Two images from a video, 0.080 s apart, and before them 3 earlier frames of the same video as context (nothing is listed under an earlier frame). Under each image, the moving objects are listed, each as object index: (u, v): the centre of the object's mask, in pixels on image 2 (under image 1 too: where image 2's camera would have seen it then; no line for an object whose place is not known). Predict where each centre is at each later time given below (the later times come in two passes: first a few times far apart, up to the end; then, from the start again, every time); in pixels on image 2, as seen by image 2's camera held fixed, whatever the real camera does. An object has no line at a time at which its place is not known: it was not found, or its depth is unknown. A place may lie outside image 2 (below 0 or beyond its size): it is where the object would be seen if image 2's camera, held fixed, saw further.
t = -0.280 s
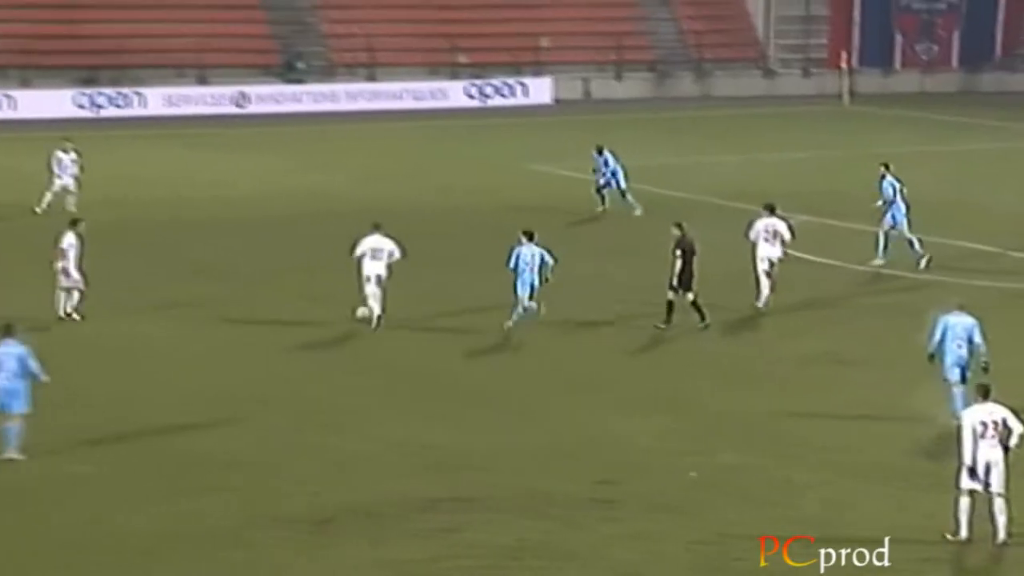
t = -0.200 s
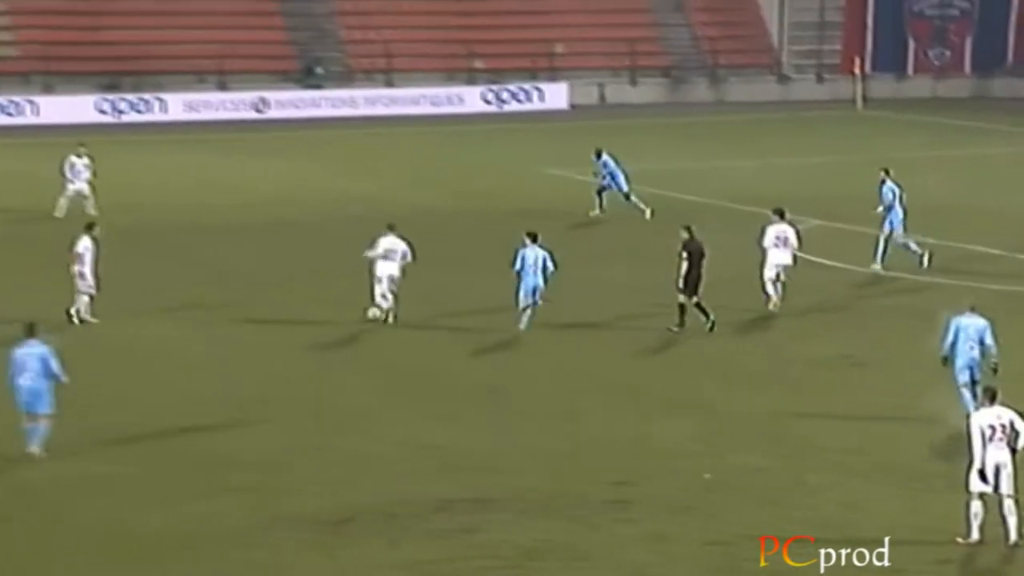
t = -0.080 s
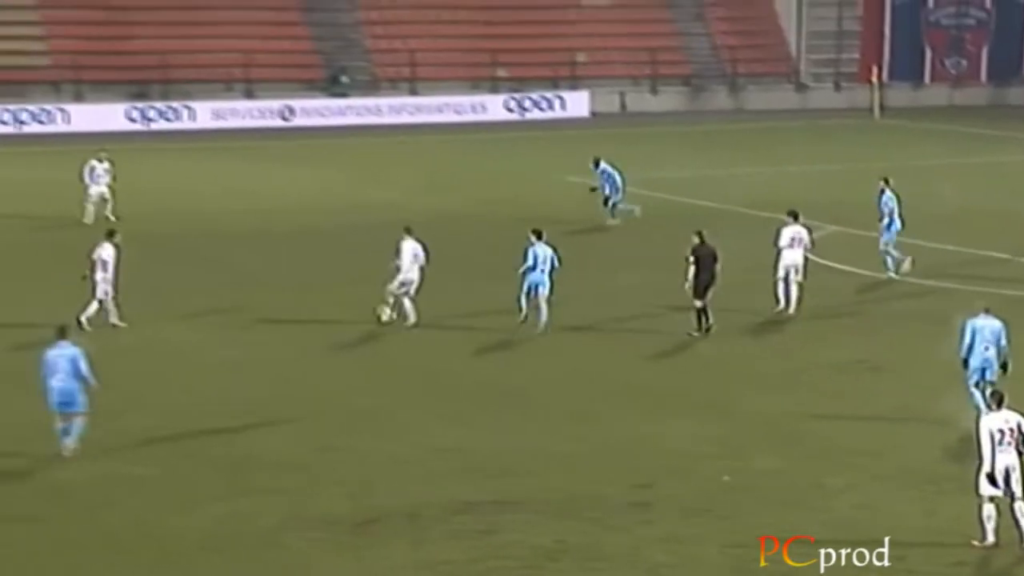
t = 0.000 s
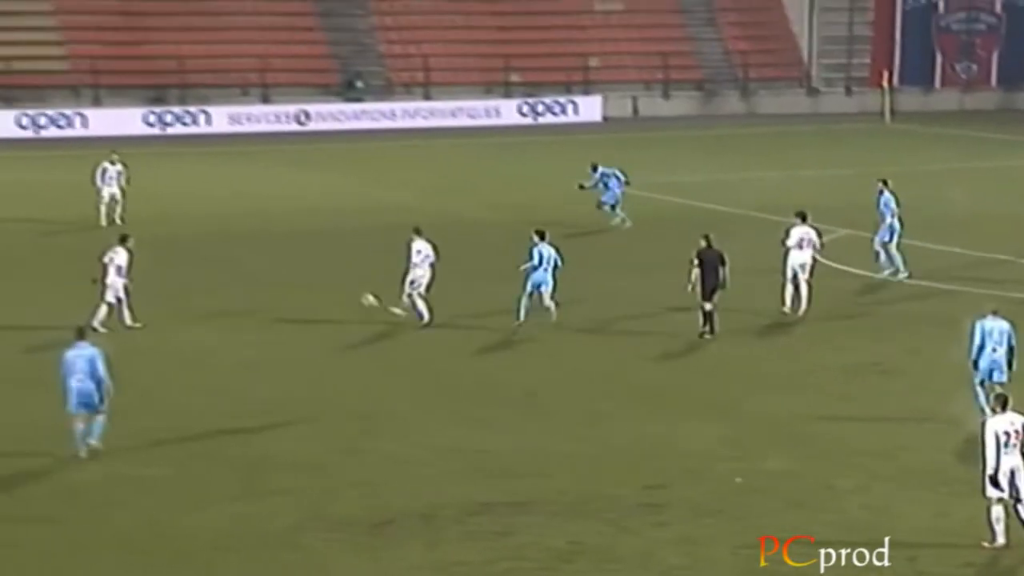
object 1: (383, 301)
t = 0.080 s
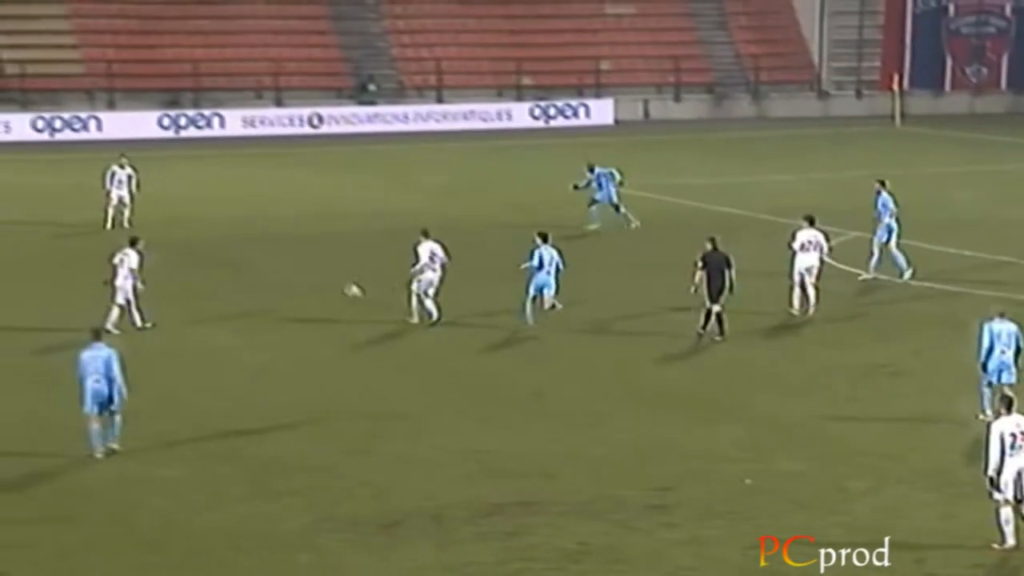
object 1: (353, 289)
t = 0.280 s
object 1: (293, 272)
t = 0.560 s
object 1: (234, 248)
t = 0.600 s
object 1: (228, 244)
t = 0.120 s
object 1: (340, 285)
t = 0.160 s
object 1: (327, 279)
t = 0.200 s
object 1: (315, 276)
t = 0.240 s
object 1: (304, 274)
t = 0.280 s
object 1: (293, 272)
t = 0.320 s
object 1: (282, 269)
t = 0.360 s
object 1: (274, 263)
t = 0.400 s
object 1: (265, 258)
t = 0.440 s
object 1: (257, 254)
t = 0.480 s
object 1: (248, 251)
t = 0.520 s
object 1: (241, 249)
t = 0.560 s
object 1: (234, 248)
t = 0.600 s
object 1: (228, 244)
